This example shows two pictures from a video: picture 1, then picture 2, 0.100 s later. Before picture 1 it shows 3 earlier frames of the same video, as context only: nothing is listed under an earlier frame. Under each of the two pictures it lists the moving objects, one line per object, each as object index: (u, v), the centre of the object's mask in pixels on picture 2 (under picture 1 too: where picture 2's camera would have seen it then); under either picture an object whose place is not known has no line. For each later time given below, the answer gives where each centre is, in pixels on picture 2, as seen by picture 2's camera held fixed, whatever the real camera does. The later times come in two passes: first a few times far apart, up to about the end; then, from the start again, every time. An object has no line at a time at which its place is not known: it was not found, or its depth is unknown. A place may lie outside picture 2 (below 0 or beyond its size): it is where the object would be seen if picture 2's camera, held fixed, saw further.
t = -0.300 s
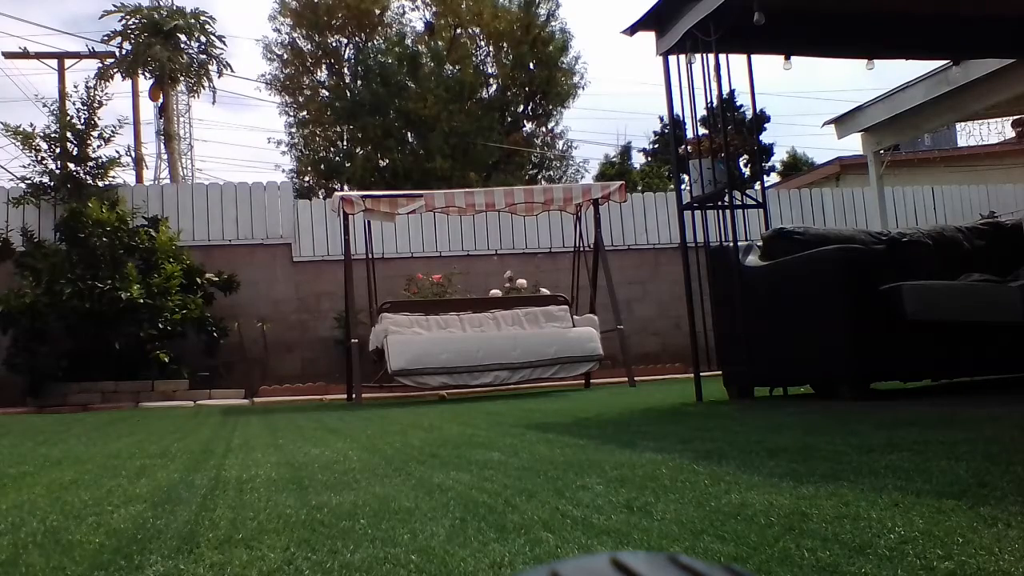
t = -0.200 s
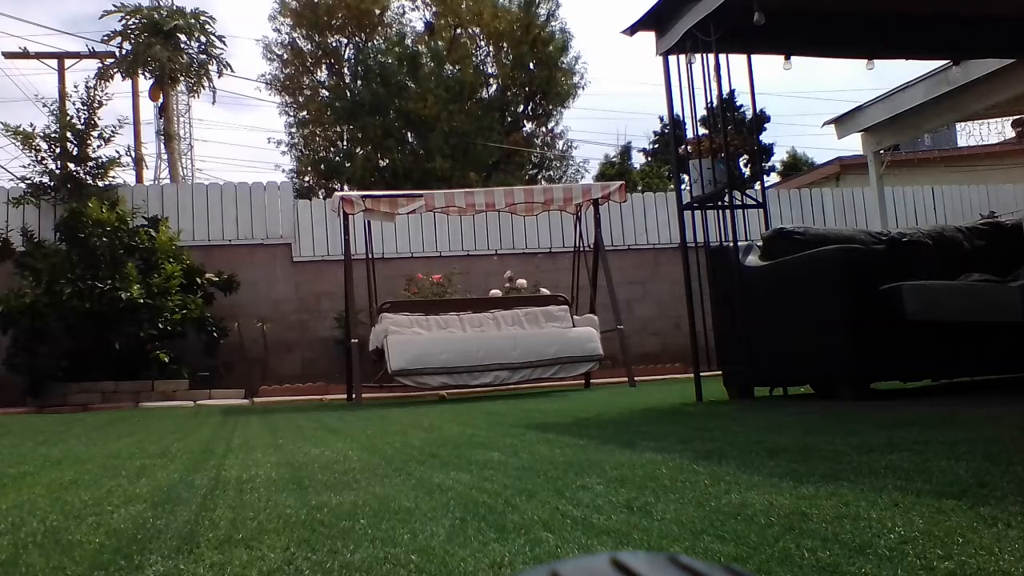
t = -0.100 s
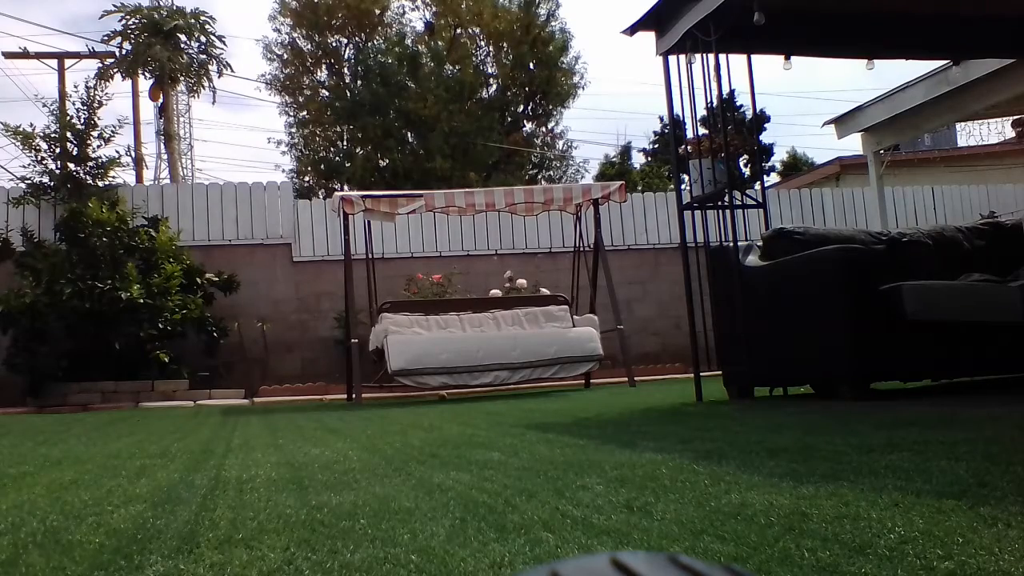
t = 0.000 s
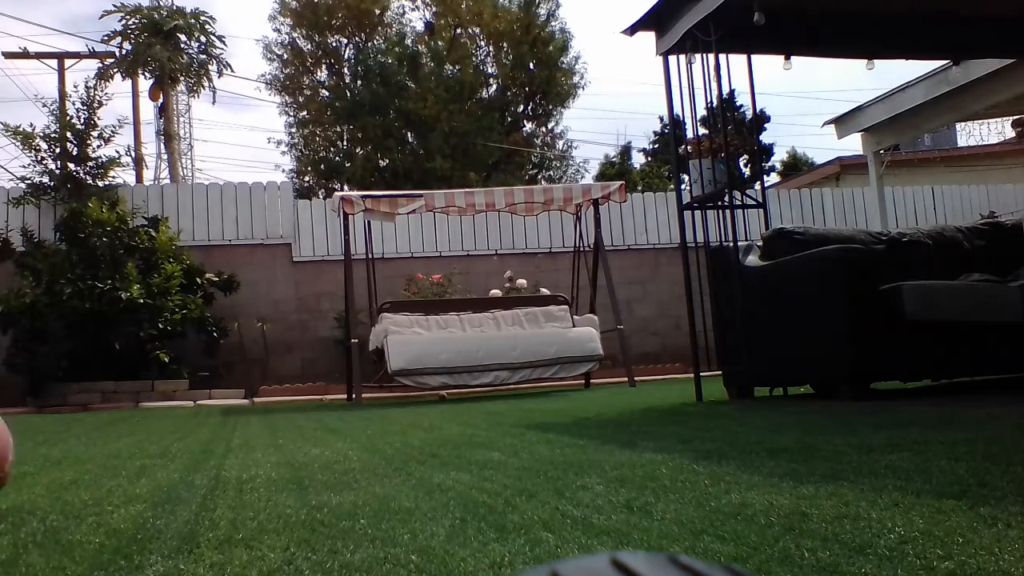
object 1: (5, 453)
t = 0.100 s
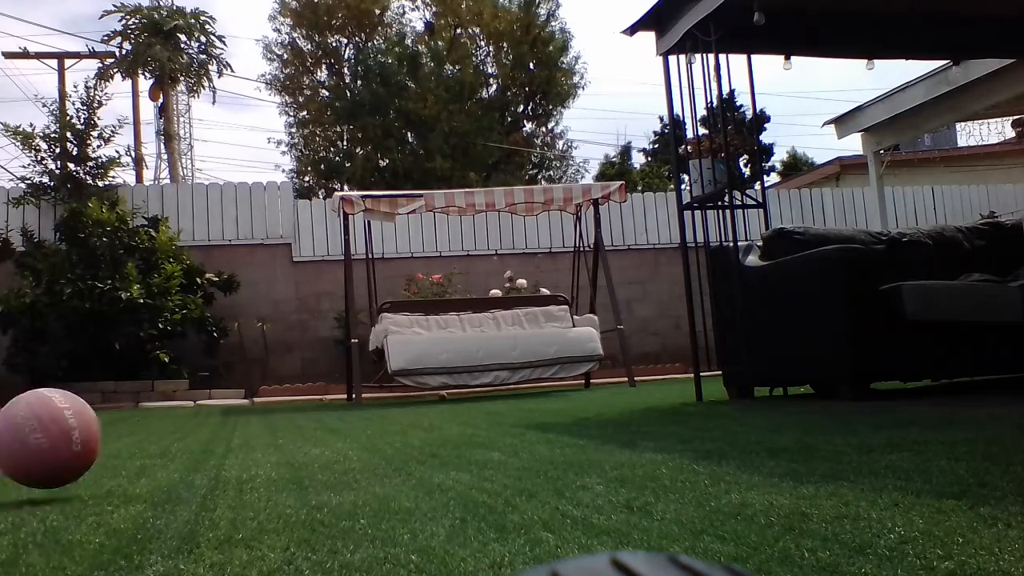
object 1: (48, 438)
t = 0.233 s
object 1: (142, 446)
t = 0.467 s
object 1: (246, 428)
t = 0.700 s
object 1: (318, 416)
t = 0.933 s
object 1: (368, 409)
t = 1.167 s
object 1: (406, 402)
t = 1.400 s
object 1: (435, 397)
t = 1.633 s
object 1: (457, 393)
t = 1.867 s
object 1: (478, 392)
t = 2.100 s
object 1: (499, 390)
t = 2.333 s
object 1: (518, 389)
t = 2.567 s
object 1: (535, 387)
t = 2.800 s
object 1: (551, 385)
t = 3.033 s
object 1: (566, 384)
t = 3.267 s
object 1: (579, 382)
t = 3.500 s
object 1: (589, 381)
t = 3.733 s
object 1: (596, 380)
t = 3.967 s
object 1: (599, 380)
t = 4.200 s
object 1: (599, 380)
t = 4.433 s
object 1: (599, 380)
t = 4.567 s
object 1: (599, 380)
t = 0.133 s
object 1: (72, 433)
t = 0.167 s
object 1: (97, 435)
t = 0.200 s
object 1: (120, 442)
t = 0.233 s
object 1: (142, 446)
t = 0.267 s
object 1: (159, 437)
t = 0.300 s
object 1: (175, 430)
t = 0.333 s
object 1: (191, 428)
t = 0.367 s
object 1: (206, 430)
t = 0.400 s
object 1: (220, 433)
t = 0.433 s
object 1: (233, 429)
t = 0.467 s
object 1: (246, 428)
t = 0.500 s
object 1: (258, 428)
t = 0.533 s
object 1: (270, 426)
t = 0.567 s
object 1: (280, 424)
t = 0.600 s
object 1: (290, 423)
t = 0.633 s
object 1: (300, 421)
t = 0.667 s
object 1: (309, 419)
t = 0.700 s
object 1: (318, 416)
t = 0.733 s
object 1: (326, 414)
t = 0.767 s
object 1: (334, 413)
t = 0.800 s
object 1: (342, 412)
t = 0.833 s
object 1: (349, 411)
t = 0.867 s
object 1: (355, 410)
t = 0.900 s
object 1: (362, 410)
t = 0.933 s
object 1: (368, 409)
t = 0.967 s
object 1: (375, 408)
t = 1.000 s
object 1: (381, 407)
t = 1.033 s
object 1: (386, 406)
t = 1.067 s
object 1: (392, 405)
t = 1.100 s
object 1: (397, 404)
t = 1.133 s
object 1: (401, 403)
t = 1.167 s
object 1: (406, 402)
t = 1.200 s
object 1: (410, 401)
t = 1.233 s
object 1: (414, 400)
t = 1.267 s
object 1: (419, 399)
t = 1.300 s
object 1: (423, 399)
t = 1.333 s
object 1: (427, 399)
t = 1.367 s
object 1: (431, 398)
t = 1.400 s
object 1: (435, 397)
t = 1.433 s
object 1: (438, 397)
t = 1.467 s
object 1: (442, 396)
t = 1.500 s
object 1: (445, 396)
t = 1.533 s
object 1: (448, 395)
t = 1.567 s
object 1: (451, 395)
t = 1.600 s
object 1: (454, 394)
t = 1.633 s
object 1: (457, 393)
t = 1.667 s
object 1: (461, 393)
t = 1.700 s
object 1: (463, 393)
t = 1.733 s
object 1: (467, 392)
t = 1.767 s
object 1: (470, 392)
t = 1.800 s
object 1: (473, 392)
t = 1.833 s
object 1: (476, 392)
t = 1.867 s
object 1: (478, 392)
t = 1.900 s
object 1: (482, 392)
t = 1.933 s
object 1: (485, 392)
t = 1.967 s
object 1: (487, 392)
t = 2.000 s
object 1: (490, 392)
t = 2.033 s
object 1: (493, 391)
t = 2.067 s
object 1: (496, 391)
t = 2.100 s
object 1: (499, 390)
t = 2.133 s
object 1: (502, 390)
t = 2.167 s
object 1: (505, 390)
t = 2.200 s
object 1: (507, 390)
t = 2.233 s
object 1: (510, 389)
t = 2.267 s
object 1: (512, 389)
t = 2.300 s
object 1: (515, 389)
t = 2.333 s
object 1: (518, 389)
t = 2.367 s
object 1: (520, 389)
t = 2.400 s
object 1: (523, 388)
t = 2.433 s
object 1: (525, 388)
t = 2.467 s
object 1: (528, 388)
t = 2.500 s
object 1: (531, 388)
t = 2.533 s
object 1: (533, 388)
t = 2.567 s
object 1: (535, 387)
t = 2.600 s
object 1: (538, 387)
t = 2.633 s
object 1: (541, 387)
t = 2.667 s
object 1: (543, 386)
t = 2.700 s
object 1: (545, 386)
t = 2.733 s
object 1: (548, 386)
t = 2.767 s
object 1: (549, 386)
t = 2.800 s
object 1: (551, 385)
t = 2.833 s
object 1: (553, 385)
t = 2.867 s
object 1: (556, 385)
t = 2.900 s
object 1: (558, 385)
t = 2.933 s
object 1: (560, 384)
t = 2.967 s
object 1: (562, 384)
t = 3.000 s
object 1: (564, 384)
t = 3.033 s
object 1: (566, 384)
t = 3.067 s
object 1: (568, 383)
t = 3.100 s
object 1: (570, 383)
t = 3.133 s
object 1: (572, 383)
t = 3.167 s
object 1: (574, 383)
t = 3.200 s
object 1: (576, 382)
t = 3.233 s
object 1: (577, 382)
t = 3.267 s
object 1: (579, 382)
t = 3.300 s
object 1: (581, 382)
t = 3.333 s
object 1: (583, 382)
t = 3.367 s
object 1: (584, 382)
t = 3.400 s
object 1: (586, 381)
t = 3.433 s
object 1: (587, 381)
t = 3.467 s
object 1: (588, 381)
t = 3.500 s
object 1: (589, 381)
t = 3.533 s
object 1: (590, 381)
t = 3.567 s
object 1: (591, 380)
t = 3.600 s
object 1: (592, 381)
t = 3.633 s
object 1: (594, 380)
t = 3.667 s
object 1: (595, 380)
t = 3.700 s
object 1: (596, 380)
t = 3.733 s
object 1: (596, 380)
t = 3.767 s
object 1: (597, 380)
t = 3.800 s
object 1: (598, 380)
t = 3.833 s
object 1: (598, 380)
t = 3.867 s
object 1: (598, 380)
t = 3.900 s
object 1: (599, 380)
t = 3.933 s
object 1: (599, 380)
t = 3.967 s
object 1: (599, 380)
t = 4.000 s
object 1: (599, 380)
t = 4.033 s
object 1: (599, 380)
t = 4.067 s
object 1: (599, 380)
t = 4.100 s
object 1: (599, 380)
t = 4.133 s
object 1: (599, 380)
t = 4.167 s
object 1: (599, 380)
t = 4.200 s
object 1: (599, 380)
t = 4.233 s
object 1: (599, 380)
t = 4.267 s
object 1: (599, 380)
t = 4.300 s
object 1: (599, 380)
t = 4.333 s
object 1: (599, 380)
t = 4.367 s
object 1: (599, 380)
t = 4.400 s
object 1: (599, 380)
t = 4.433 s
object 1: (599, 380)
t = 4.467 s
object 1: (599, 380)
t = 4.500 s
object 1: (599, 380)
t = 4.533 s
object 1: (599, 380)
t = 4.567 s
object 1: (599, 380)
